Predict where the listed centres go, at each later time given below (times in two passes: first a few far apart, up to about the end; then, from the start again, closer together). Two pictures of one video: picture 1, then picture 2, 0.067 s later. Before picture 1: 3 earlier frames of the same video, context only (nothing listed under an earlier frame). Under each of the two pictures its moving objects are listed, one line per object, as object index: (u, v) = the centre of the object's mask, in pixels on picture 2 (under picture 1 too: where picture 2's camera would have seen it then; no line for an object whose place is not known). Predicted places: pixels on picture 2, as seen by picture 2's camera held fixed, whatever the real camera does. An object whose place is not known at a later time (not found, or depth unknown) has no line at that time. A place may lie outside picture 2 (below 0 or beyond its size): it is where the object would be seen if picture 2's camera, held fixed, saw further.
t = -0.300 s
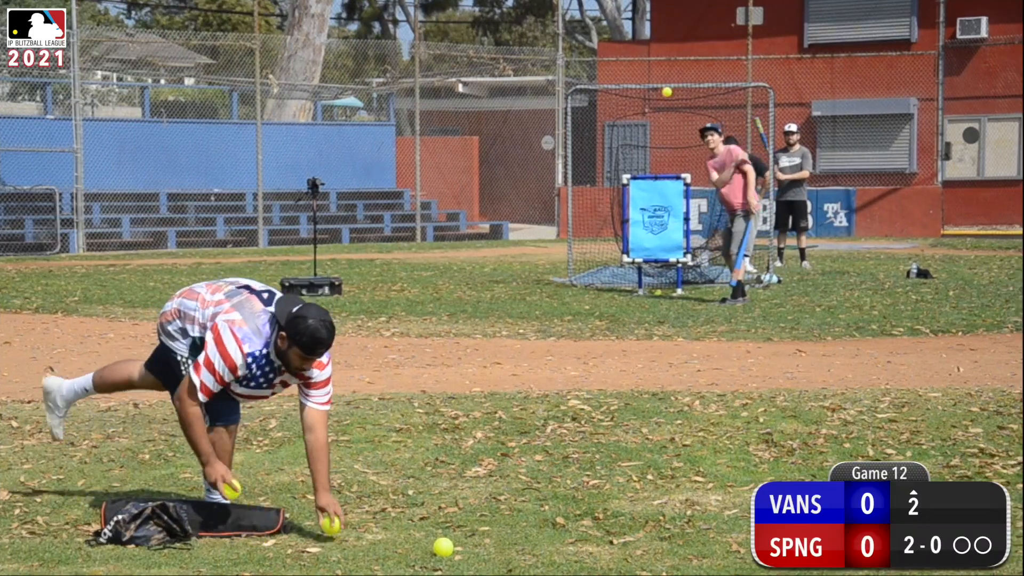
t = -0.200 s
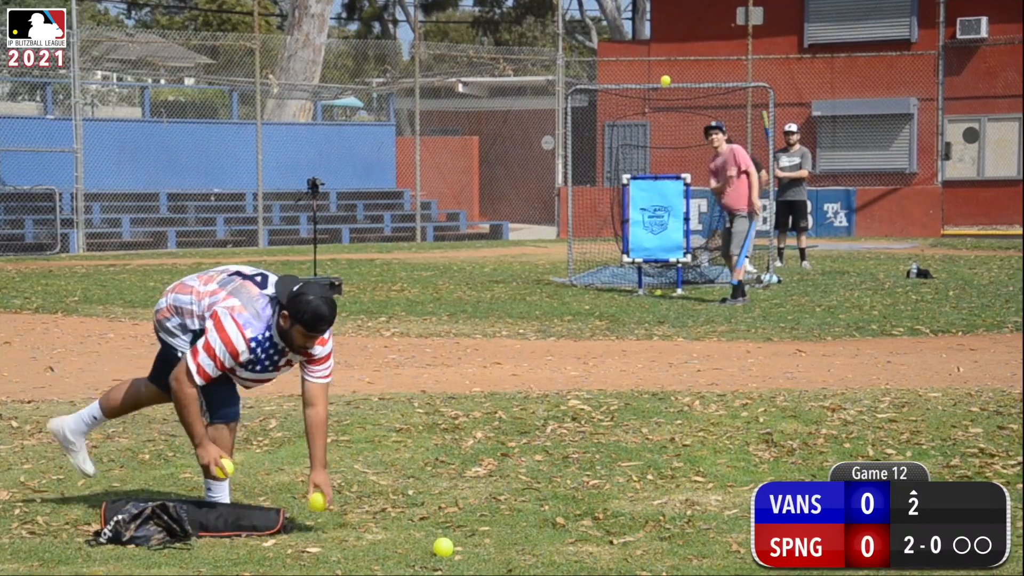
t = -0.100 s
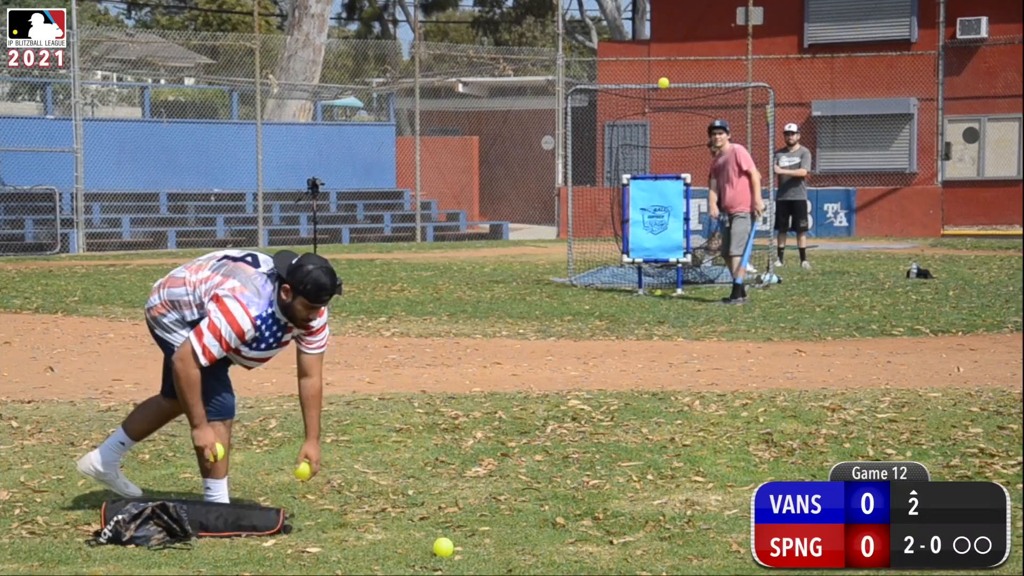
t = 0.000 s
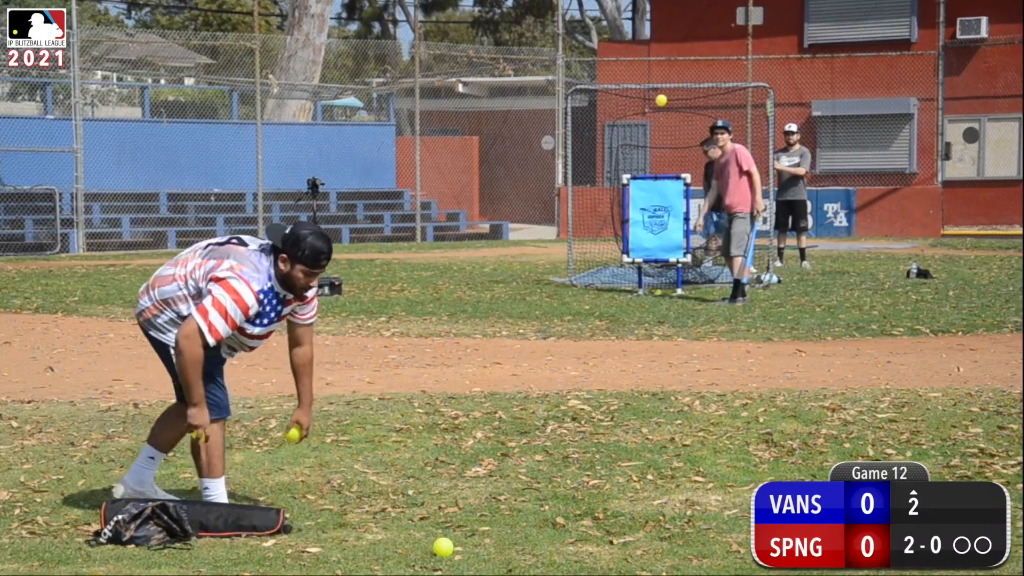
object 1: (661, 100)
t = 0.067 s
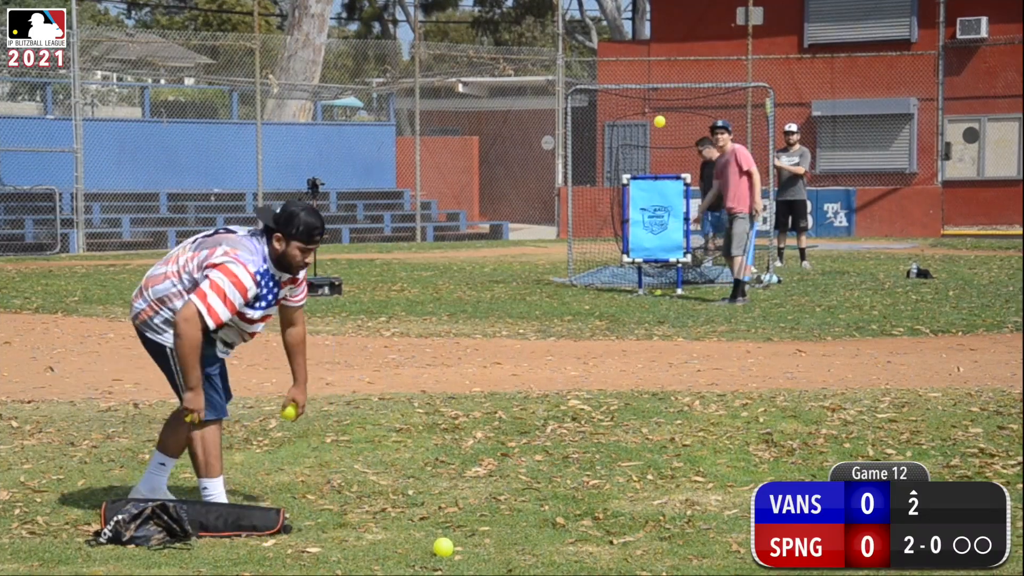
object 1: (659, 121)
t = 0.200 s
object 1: (655, 187)
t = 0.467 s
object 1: (644, 361)
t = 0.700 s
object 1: (626, 339)
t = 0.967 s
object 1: (598, 408)
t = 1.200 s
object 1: (554, 437)
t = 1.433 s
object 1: (507, 471)
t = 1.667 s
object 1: (462, 508)
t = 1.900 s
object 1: (413, 538)
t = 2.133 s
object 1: (361, 563)
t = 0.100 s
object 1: (658, 135)
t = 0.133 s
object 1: (656, 150)
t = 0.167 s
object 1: (656, 168)
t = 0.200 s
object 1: (655, 187)
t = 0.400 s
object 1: (647, 357)
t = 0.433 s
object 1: (646, 373)
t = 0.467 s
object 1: (644, 361)
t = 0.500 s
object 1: (641, 353)
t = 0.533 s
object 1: (639, 345)
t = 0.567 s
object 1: (636, 340)
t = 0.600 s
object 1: (634, 337)
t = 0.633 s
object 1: (631, 335)
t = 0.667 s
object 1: (629, 336)
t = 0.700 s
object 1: (626, 339)
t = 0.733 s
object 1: (623, 344)
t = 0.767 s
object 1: (620, 352)
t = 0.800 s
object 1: (617, 362)
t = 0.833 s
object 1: (615, 374)
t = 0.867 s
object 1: (612, 389)
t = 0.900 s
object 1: (609, 405)
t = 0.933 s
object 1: (603, 407)
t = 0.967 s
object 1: (598, 408)
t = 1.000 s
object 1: (592, 413)
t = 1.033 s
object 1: (586, 418)
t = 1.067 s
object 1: (580, 423)
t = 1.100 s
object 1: (574, 425)
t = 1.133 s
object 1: (567, 429)
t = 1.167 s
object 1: (560, 436)
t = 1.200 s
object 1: (554, 437)
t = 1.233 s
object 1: (546, 439)
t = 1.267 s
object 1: (540, 442)
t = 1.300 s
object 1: (533, 449)
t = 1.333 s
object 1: (526, 458)
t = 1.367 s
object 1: (519, 468)
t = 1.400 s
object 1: (513, 469)
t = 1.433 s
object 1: (507, 471)
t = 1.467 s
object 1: (501, 475)
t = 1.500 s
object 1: (495, 482)
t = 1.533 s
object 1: (489, 490)
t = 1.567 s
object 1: (482, 493)
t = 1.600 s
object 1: (476, 496)
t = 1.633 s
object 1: (469, 501)
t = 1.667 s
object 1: (462, 508)
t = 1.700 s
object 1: (455, 510)
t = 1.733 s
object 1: (448, 512)
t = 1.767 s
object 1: (443, 516)
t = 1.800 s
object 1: (436, 524)
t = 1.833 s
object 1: (429, 530)
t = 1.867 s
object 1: (421, 535)
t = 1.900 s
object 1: (413, 538)
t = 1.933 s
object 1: (405, 541)
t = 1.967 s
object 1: (396, 546)
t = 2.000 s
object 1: (388, 548)
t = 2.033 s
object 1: (382, 548)
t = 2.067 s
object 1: (375, 552)
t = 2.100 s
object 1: (368, 558)
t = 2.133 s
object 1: (361, 563)
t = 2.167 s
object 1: (355, 565)
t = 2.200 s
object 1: (349, 565)
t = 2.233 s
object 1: (343, 567)
